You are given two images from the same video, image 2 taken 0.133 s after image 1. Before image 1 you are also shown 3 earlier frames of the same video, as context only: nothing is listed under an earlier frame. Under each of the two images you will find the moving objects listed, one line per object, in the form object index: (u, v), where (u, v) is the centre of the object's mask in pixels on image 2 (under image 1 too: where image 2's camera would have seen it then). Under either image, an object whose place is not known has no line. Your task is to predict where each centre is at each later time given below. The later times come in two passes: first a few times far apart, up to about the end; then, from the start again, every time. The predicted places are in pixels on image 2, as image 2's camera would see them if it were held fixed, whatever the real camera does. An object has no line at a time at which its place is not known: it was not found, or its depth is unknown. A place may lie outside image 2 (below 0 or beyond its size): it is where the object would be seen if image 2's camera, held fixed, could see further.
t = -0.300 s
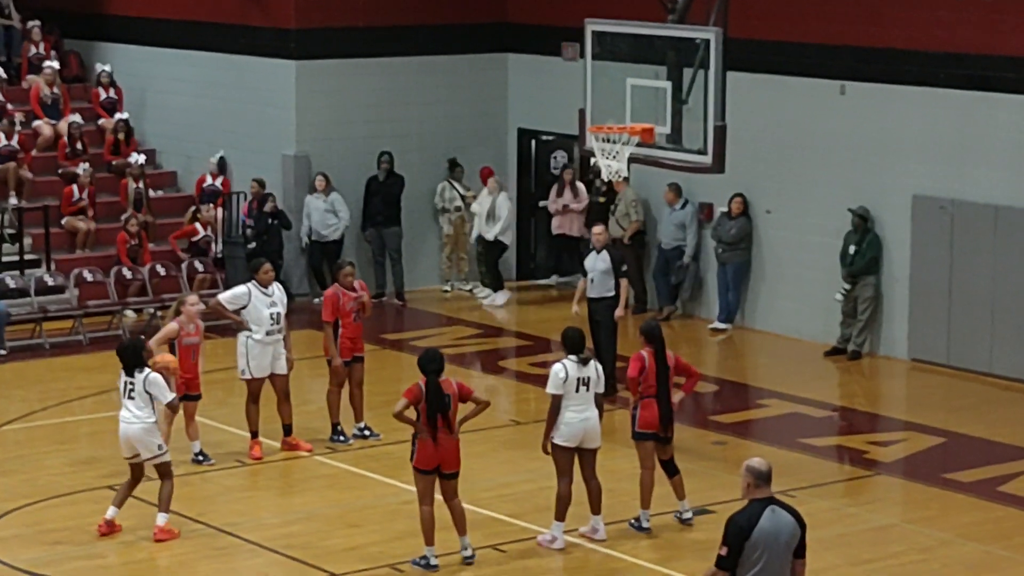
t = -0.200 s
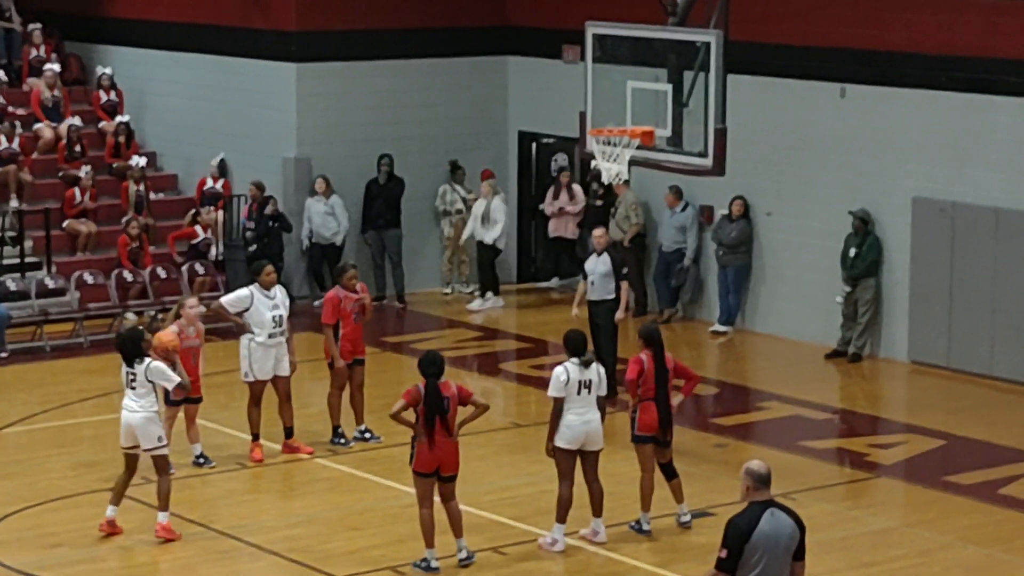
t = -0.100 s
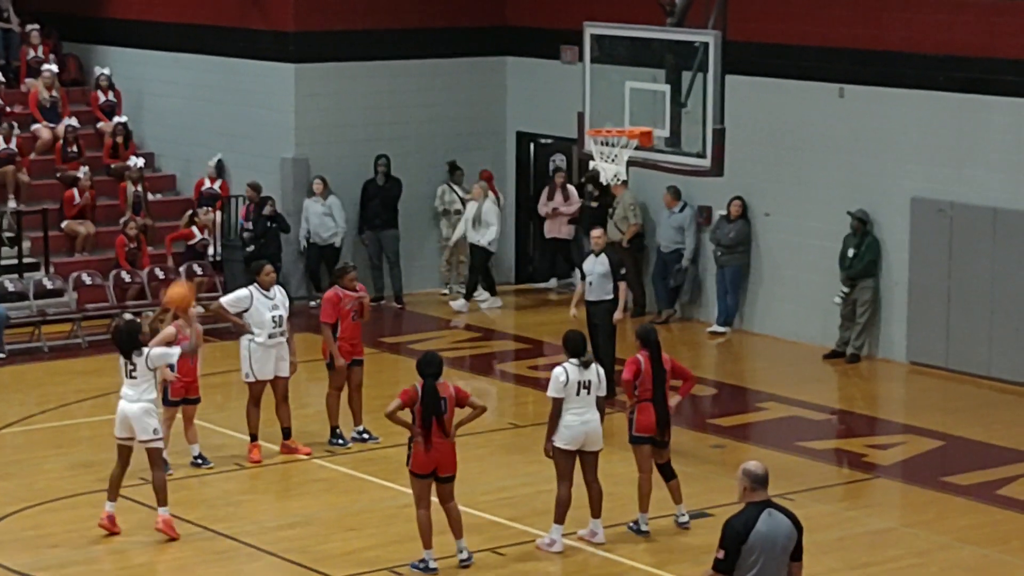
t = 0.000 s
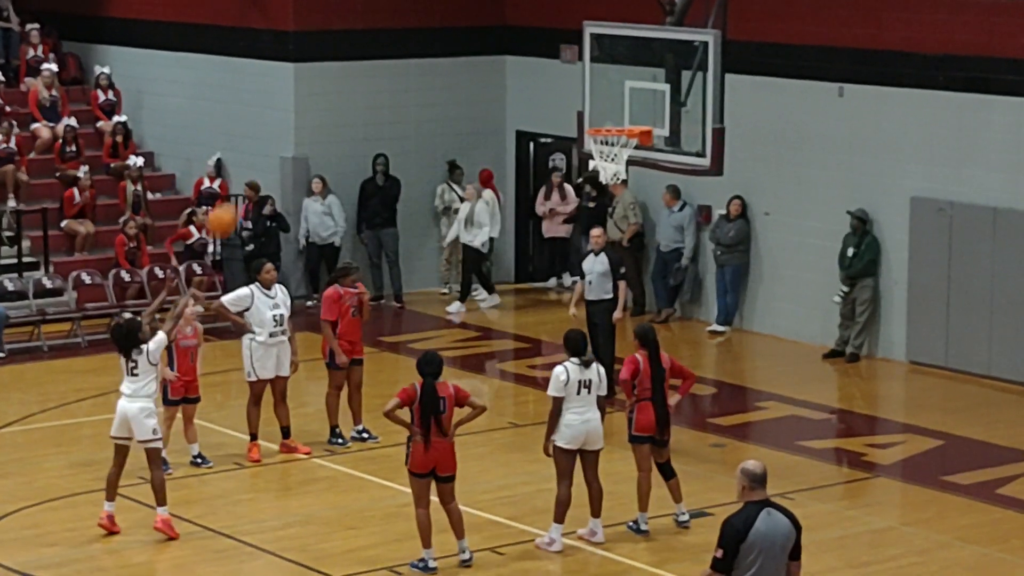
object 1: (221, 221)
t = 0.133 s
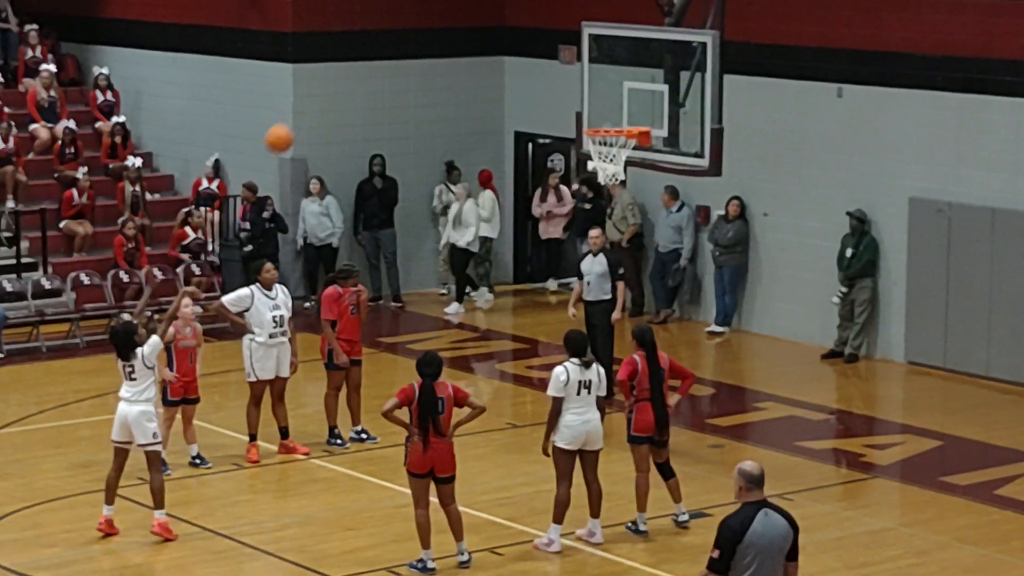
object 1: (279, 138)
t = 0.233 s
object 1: (322, 91)
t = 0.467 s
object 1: (419, 30)
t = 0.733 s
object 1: (523, 36)
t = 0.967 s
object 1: (607, 104)
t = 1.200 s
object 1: (616, 150)
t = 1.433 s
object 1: (624, 156)
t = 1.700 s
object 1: (606, 195)
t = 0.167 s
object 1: (293, 122)
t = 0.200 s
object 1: (308, 106)
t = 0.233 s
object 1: (322, 91)
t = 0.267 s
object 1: (336, 78)
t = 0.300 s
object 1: (350, 66)
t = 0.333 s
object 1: (364, 56)
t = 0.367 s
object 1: (378, 48)
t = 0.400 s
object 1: (392, 41)
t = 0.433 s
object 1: (405, 34)
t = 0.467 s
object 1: (419, 30)
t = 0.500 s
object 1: (432, 26)
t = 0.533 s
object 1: (445, 24)
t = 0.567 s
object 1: (459, 23)
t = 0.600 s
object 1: (472, 23)
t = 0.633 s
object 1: (485, 25)
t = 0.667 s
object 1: (498, 27)
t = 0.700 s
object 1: (511, 31)
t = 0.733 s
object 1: (523, 36)
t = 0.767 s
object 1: (536, 42)
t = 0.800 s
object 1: (548, 49)
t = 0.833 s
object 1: (560, 57)
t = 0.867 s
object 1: (572, 67)
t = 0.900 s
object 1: (584, 78)
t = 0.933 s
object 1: (596, 91)
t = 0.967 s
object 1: (607, 104)
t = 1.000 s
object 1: (619, 118)
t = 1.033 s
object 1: (623, 125)
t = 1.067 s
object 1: (608, 125)
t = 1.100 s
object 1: (599, 135)
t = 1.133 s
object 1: (605, 139)
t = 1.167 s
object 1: (609, 147)
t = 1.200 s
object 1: (616, 150)
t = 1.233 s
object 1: (621, 151)
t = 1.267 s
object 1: (625, 149)
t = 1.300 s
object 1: (627, 149)
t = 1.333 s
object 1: (627, 149)
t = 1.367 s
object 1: (626, 149)
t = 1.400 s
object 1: (625, 152)
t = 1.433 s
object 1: (624, 156)
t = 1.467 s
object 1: (622, 158)
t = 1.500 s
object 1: (621, 161)
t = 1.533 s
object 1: (618, 161)
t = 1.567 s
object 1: (616, 169)
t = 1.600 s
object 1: (613, 173)
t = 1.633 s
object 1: (610, 177)
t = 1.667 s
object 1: (609, 187)
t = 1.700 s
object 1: (606, 195)
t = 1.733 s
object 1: (603, 204)
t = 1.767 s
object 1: (600, 214)
